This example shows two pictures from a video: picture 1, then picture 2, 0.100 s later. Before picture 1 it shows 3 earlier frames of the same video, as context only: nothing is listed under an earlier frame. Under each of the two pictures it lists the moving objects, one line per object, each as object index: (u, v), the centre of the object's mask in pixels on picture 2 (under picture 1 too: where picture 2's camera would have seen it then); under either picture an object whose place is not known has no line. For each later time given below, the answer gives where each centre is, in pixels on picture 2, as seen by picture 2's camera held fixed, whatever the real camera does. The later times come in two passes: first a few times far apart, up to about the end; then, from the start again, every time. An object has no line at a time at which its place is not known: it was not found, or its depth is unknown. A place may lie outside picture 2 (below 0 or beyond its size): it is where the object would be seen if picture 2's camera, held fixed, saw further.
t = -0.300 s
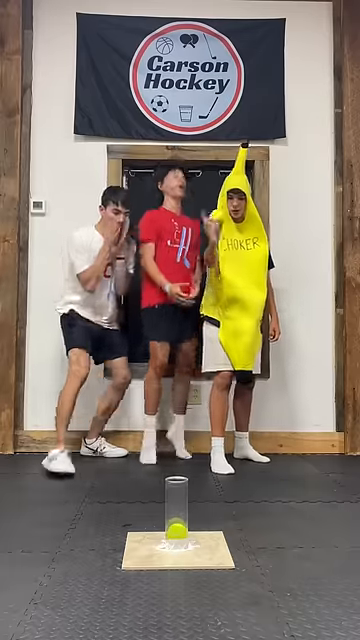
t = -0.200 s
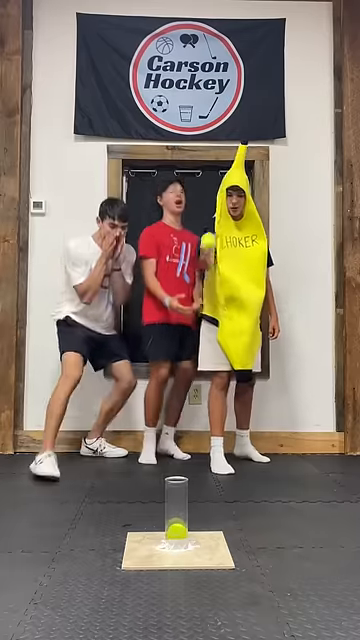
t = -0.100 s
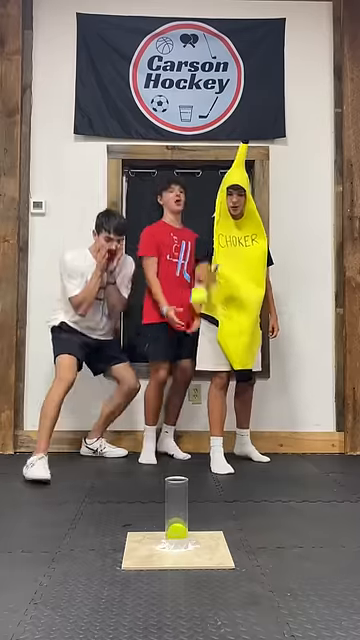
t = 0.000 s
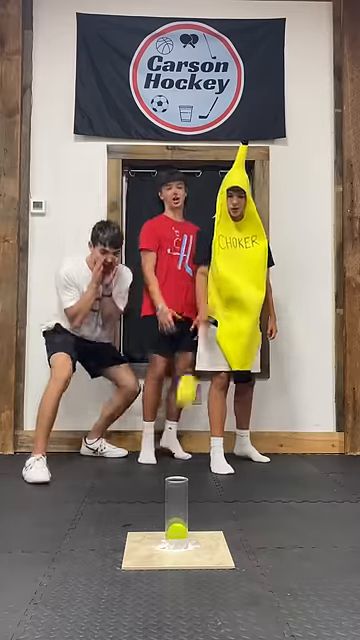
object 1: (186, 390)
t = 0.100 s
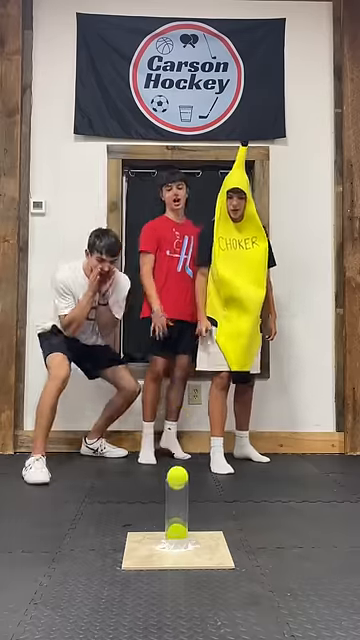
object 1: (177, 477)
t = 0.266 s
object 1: (177, 478)
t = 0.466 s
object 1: (176, 513)
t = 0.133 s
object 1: (176, 475)
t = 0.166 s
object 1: (175, 474)
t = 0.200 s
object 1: (175, 475)
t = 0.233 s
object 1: (177, 476)
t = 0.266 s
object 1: (177, 478)
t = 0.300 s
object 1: (176, 480)
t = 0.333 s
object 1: (176, 482)
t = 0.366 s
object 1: (177, 485)
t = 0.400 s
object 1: (177, 492)
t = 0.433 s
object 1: (177, 500)
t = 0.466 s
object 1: (176, 513)
